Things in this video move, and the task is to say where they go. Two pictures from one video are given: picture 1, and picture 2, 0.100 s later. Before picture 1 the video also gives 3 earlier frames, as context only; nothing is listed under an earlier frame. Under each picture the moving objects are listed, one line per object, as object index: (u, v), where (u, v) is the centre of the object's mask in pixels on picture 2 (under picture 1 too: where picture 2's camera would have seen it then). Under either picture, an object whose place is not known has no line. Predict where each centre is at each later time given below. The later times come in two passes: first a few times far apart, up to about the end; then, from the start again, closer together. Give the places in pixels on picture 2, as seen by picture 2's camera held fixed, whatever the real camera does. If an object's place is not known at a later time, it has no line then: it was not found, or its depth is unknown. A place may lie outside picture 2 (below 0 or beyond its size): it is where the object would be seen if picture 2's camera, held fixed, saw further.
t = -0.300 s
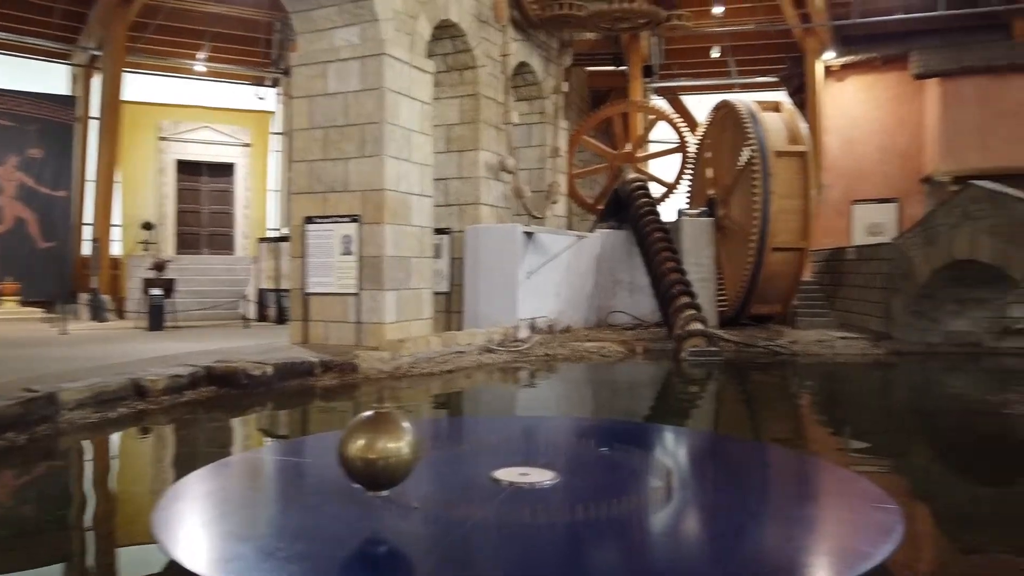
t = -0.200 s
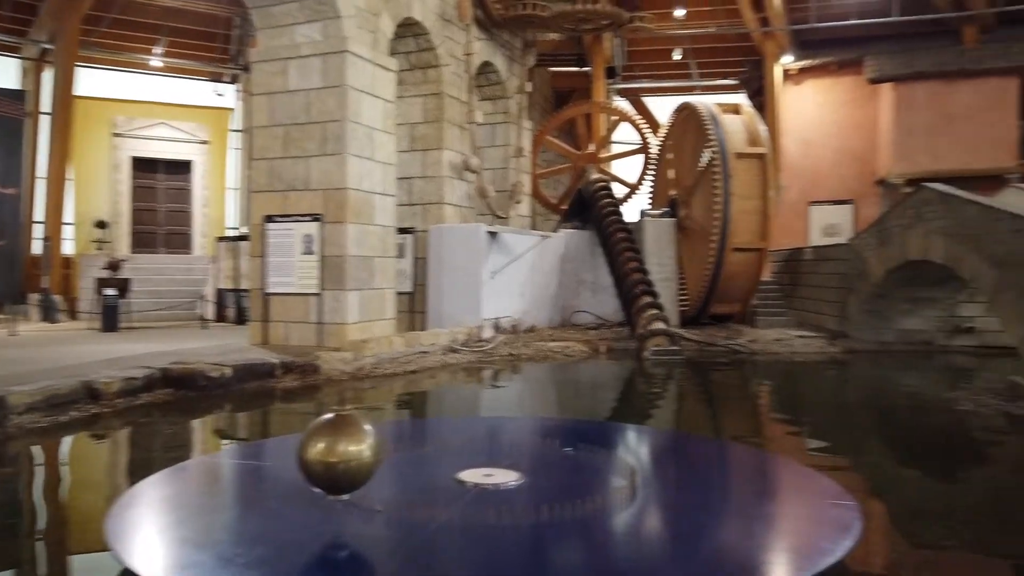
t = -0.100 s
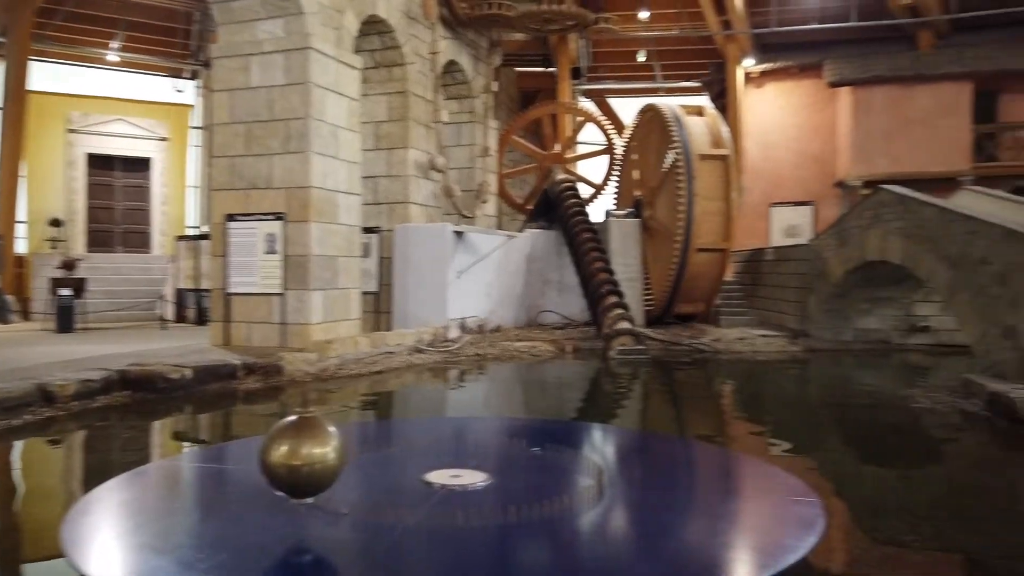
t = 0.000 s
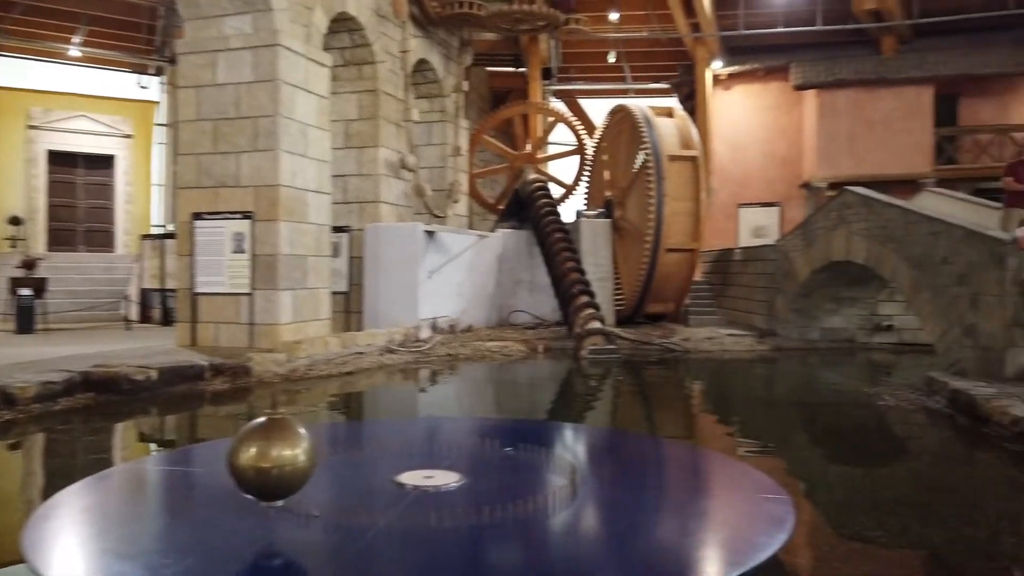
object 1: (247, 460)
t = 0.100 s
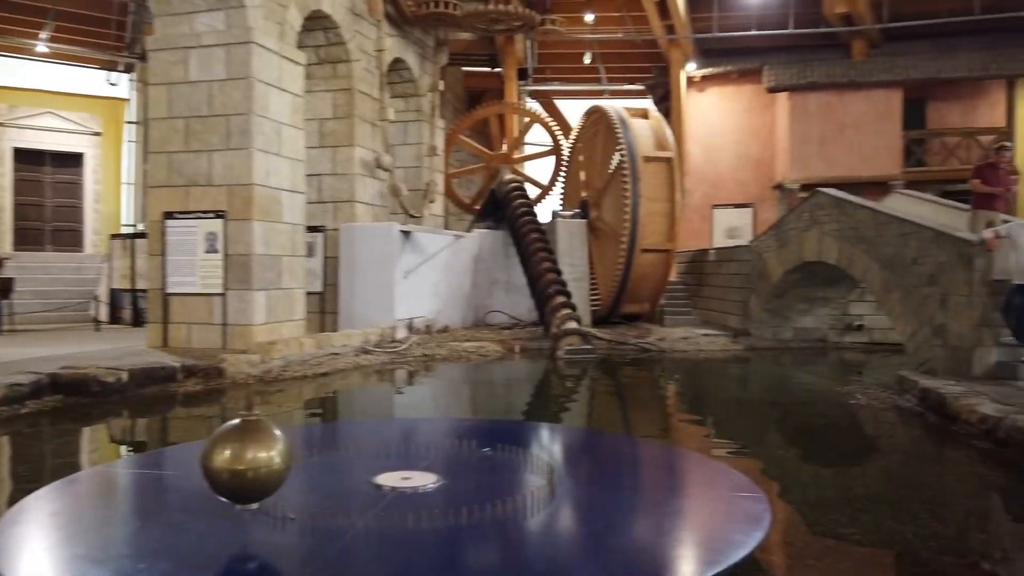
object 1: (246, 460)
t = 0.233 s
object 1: (246, 460)
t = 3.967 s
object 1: (441, 418)
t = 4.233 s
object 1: (454, 415)
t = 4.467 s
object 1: (465, 412)
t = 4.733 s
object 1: (476, 410)
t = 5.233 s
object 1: (492, 405)
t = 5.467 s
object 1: (498, 403)
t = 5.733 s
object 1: (504, 402)
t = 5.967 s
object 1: (507, 401)
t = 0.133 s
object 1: (246, 460)
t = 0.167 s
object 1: (246, 460)
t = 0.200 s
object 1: (246, 460)
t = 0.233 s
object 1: (246, 460)
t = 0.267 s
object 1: (246, 460)
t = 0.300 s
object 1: (246, 460)
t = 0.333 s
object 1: (246, 460)
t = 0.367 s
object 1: (246, 460)
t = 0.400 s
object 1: (247, 460)
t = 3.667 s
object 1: (424, 422)
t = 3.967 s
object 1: (441, 418)
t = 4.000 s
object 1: (442, 418)
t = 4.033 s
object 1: (444, 417)
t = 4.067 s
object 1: (446, 417)
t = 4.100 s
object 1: (448, 416)
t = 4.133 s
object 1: (449, 416)
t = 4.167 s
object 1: (451, 416)
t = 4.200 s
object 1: (453, 415)
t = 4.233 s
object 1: (454, 415)
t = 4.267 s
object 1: (456, 414)
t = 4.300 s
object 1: (457, 414)
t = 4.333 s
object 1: (459, 414)
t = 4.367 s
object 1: (460, 413)
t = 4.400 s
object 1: (462, 413)
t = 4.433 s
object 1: (463, 413)
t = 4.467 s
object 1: (465, 412)
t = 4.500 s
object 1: (466, 412)
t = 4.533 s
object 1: (468, 412)
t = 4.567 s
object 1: (469, 411)
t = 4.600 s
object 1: (470, 411)
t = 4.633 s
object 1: (472, 410)
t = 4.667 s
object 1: (473, 410)
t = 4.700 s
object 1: (475, 410)
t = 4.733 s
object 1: (476, 410)
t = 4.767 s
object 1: (477, 409)
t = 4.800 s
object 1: (478, 409)
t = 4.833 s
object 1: (480, 409)
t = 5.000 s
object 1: (485, 407)
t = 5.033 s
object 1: (486, 407)
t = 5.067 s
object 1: (487, 407)
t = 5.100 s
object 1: (488, 406)
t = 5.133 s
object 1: (489, 406)
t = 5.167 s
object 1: (490, 406)
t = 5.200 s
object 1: (491, 405)
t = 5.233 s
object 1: (492, 405)
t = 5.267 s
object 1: (493, 405)
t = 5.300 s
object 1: (494, 404)
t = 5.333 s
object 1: (495, 404)
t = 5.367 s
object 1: (496, 404)
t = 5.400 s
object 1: (497, 404)
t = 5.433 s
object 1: (498, 403)
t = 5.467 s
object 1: (498, 403)
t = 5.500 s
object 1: (499, 403)
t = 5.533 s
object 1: (500, 403)
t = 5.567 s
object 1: (501, 403)
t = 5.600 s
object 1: (501, 402)
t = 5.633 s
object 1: (502, 402)
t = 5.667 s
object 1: (503, 402)
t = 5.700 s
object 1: (503, 402)
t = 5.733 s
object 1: (504, 402)
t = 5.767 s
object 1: (505, 401)
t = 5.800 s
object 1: (505, 401)
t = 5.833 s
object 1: (506, 401)
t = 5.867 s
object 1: (506, 401)
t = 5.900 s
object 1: (506, 401)
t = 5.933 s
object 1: (507, 401)
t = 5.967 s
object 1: (507, 401)
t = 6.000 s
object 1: (507, 400)
